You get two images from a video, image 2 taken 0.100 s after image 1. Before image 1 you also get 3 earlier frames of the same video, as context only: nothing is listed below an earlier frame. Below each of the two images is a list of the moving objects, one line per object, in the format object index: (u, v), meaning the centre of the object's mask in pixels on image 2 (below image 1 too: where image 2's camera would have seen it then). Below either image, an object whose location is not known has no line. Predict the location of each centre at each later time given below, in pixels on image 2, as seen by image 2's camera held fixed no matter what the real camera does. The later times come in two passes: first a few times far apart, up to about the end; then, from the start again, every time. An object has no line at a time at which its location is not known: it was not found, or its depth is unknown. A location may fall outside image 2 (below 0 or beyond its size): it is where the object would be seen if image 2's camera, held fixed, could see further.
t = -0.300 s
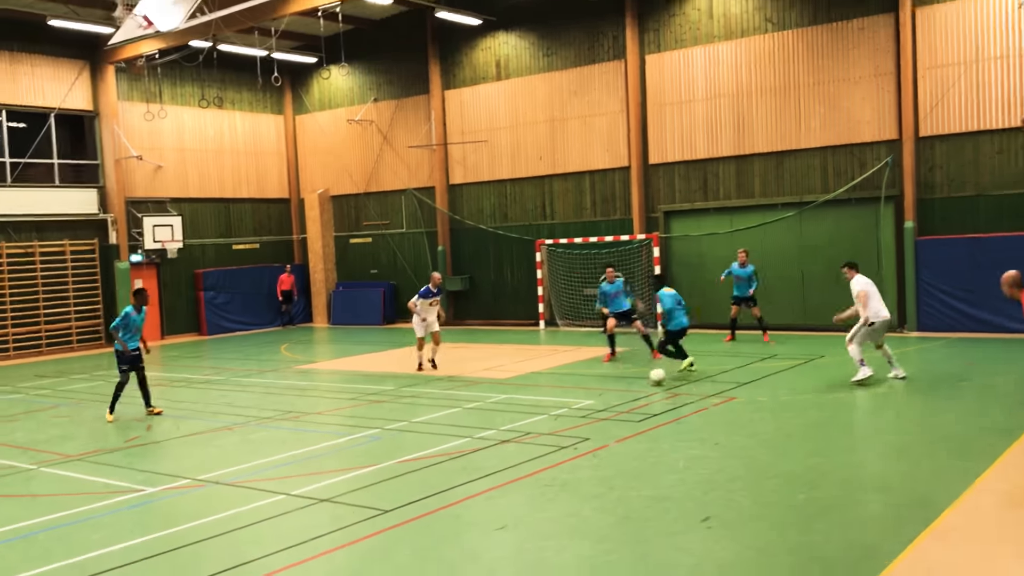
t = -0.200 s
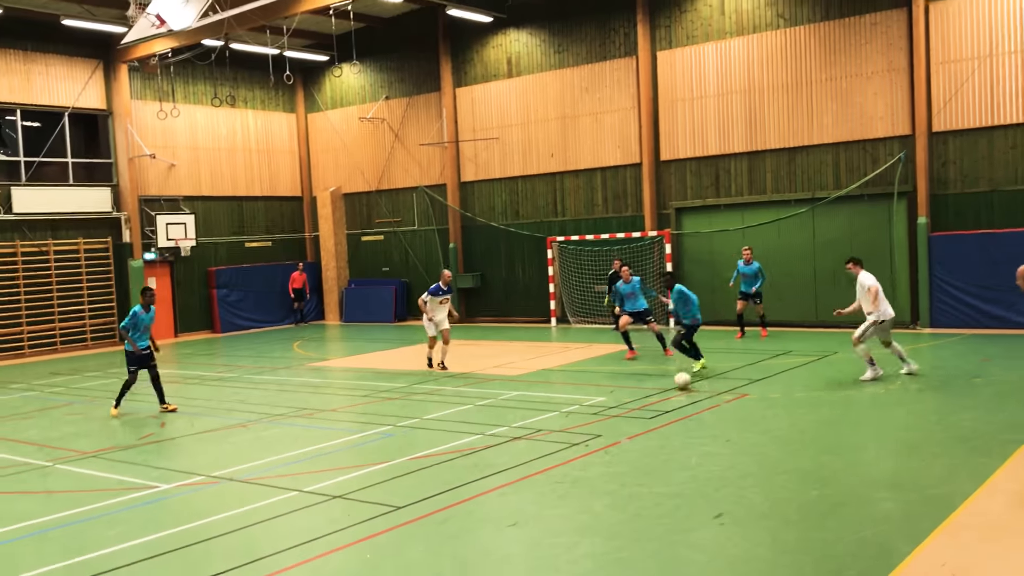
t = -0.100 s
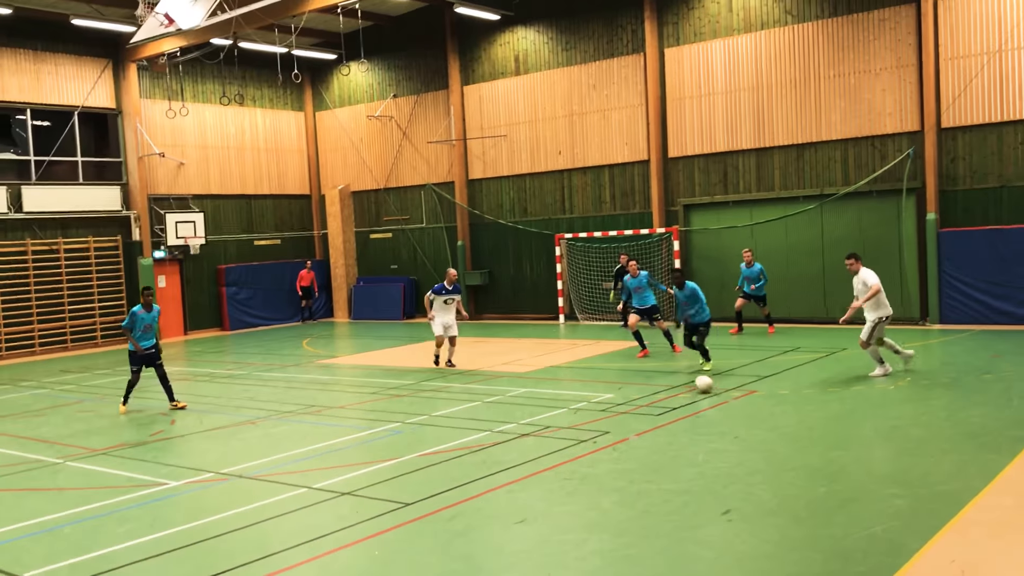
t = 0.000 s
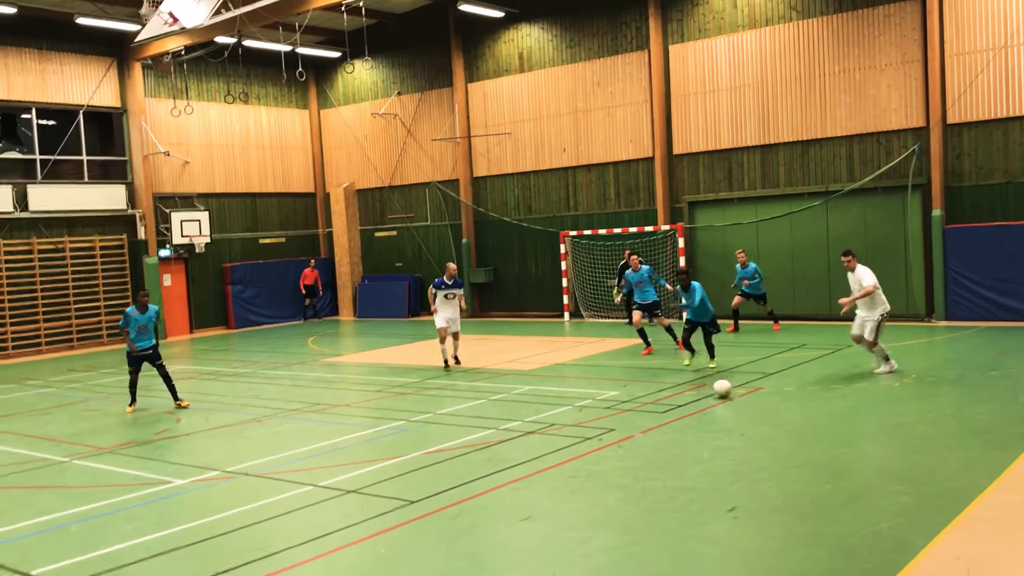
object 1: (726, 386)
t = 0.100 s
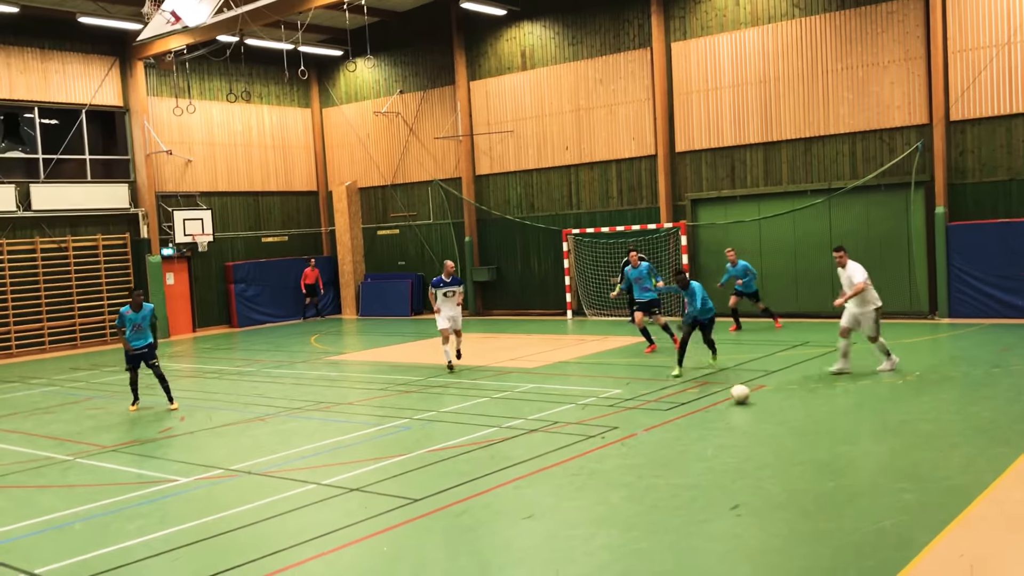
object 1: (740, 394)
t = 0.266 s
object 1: (767, 407)
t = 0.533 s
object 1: (820, 435)
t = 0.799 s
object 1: (890, 473)
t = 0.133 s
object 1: (744, 396)
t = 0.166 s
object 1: (750, 400)
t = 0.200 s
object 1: (756, 402)
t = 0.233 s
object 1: (761, 405)
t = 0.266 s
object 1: (767, 407)
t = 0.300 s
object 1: (773, 411)
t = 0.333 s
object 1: (779, 415)
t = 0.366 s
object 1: (786, 417)
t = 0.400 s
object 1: (792, 422)
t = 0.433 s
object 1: (799, 426)
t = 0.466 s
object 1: (806, 427)
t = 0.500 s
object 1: (813, 430)
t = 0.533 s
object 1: (820, 435)
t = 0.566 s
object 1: (828, 441)
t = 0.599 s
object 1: (837, 445)
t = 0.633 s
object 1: (844, 450)
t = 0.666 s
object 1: (852, 455)
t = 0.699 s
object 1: (862, 460)
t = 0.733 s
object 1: (871, 465)
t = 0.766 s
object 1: (880, 469)
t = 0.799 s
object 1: (890, 473)
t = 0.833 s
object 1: (901, 479)
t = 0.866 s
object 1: (912, 486)
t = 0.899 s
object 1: (923, 490)
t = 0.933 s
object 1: (935, 494)
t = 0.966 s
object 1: (950, 501)
